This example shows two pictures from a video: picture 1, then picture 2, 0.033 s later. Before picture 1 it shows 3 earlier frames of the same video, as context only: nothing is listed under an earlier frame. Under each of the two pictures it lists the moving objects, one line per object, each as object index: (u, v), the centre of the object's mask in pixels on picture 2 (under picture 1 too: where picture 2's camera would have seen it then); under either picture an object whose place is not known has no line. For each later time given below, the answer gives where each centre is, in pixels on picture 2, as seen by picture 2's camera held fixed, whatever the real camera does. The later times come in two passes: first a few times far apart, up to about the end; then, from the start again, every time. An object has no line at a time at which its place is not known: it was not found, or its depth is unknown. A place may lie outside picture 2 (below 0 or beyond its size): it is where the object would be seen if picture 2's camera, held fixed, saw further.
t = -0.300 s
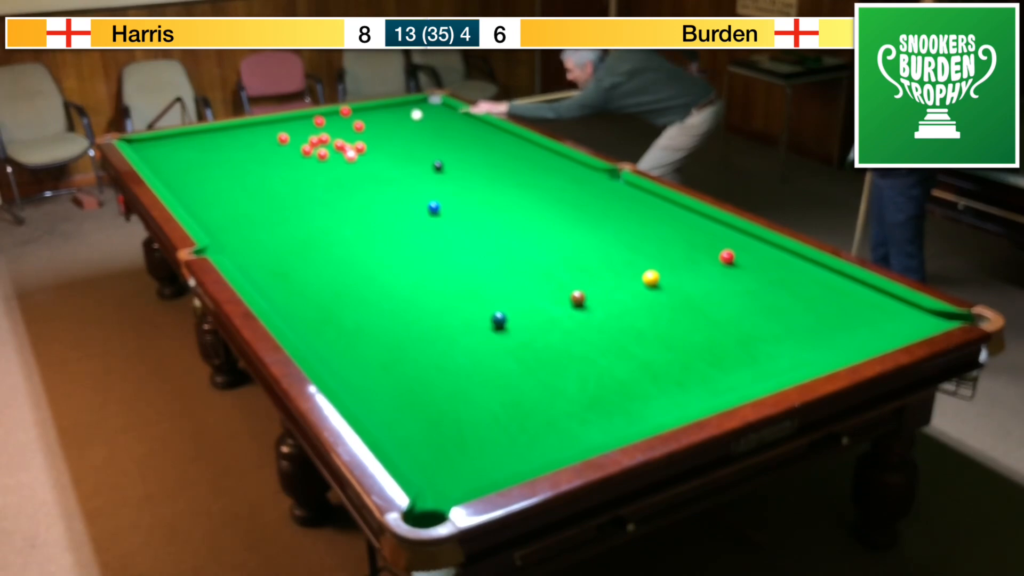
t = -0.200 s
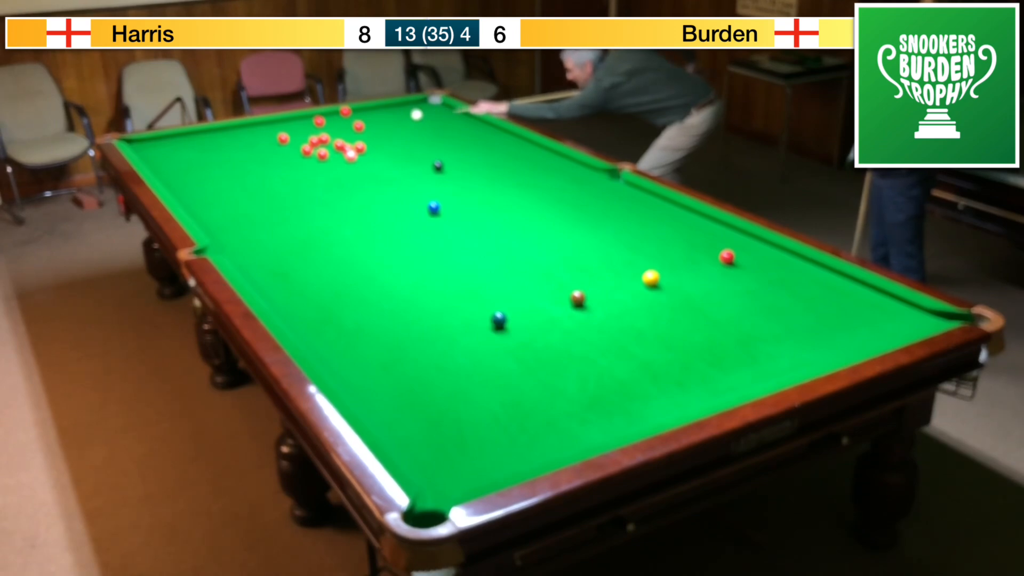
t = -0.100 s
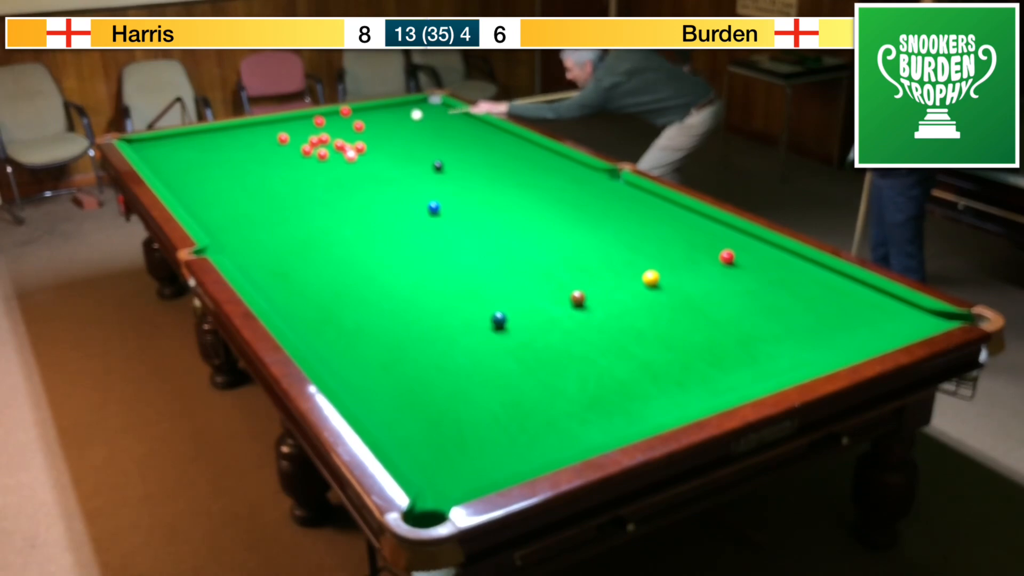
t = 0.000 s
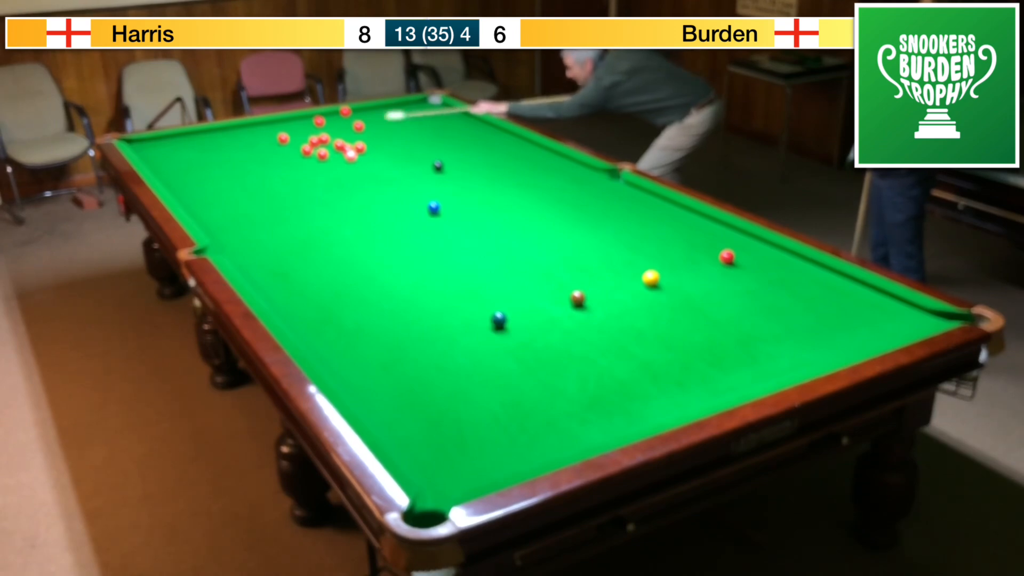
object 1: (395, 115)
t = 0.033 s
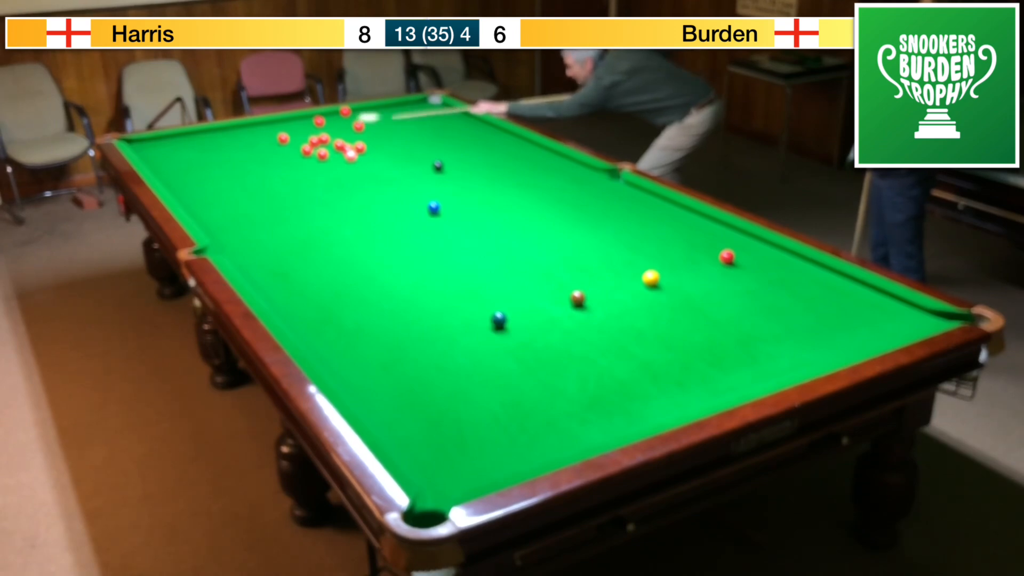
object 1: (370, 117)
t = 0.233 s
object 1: (319, 117)
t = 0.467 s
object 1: (299, 117)
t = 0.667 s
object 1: (283, 122)
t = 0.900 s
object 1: (264, 128)
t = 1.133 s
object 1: (245, 133)
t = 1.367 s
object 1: (226, 139)
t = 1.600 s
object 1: (207, 144)
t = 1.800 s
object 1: (192, 149)
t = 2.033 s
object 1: (174, 154)
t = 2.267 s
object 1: (157, 159)
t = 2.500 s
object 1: (152, 161)
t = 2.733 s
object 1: (163, 161)
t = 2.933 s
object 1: (171, 161)
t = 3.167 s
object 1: (180, 161)
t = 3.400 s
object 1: (186, 160)
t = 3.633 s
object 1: (191, 160)
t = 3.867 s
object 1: (195, 160)
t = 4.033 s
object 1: (196, 160)
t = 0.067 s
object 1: (342, 119)
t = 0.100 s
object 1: (327, 118)
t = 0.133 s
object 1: (326, 117)
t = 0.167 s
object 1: (324, 118)
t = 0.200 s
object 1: (322, 117)
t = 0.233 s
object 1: (319, 117)
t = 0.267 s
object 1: (317, 116)
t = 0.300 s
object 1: (313, 116)
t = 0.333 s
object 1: (310, 116)
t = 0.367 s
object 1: (305, 115)
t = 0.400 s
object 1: (302, 115)
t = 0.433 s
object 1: (301, 116)
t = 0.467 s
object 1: (299, 117)
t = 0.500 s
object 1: (297, 118)
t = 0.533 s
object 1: (295, 119)
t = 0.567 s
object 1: (292, 120)
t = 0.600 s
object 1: (289, 120)
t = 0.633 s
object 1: (286, 121)
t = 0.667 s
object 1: (283, 122)
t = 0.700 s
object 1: (281, 123)
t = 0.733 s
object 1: (278, 124)
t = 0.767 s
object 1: (275, 124)
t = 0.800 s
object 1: (272, 125)
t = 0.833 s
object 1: (270, 126)
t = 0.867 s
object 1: (267, 127)
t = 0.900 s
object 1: (264, 128)
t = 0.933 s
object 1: (261, 129)
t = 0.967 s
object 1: (259, 129)
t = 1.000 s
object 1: (256, 130)
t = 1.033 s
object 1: (253, 131)
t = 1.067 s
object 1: (250, 132)
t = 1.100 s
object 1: (247, 133)
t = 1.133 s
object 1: (245, 133)
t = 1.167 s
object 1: (242, 134)
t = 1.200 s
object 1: (239, 135)
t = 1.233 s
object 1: (237, 136)
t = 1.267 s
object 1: (234, 136)
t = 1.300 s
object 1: (231, 137)
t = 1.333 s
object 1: (228, 138)
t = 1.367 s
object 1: (226, 139)
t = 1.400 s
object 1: (223, 140)
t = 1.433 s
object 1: (221, 141)
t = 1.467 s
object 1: (218, 141)
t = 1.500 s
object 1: (215, 142)
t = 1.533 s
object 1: (213, 143)
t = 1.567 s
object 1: (210, 144)
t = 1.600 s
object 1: (207, 144)
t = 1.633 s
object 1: (205, 145)
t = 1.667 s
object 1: (202, 146)
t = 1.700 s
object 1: (200, 147)
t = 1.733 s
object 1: (197, 147)
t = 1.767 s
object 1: (194, 148)
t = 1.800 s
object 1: (192, 149)
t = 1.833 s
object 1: (189, 150)
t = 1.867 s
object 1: (187, 150)
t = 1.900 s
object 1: (184, 151)
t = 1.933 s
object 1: (182, 152)
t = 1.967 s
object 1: (179, 153)
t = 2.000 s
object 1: (177, 153)
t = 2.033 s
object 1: (174, 154)
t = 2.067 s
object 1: (172, 155)
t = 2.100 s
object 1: (169, 156)
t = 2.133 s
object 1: (167, 156)
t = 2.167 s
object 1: (165, 157)
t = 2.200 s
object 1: (162, 158)
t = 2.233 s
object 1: (160, 158)
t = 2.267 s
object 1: (157, 159)
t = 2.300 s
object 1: (155, 160)
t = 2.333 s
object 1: (153, 160)
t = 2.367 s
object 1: (151, 160)
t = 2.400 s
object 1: (149, 161)
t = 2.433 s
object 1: (149, 161)
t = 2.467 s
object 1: (151, 161)
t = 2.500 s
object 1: (152, 161)
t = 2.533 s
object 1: (154, 161)
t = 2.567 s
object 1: (156, 161)
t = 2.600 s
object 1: (157, 161)
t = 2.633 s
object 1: (159, 161)
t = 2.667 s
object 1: (160, 161)
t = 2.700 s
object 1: (162, 161)
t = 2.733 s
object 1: (163, 161)
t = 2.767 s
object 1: (165, 161)
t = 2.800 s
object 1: (166, 161)
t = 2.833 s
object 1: (168, 161)
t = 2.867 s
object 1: (169, 161)
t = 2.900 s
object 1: (170, 161)
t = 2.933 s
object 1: (171, 161)
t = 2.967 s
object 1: (173, 161)
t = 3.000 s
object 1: (174, 161)
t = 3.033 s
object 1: (175, 161)
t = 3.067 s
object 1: (177, 161)
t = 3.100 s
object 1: (178, 161)
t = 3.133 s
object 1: (179, 161)
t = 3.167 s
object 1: (180, 161)
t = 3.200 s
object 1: (181, 161)
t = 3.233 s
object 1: (182, 160)
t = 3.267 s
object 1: (183, 161)
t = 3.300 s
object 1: (184, 160)
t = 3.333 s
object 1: (185, 160)
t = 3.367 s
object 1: (186, 160)
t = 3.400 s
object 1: (186, 160)
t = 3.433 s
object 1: (187, 160)
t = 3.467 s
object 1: (188, 160)
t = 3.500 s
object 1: (189, 160)
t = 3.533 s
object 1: (189, 160)
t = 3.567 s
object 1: (190, 160)
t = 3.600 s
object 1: (191, 160)
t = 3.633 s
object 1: (191, 160)
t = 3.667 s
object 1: (192, 160)
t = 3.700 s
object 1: (193, 160)
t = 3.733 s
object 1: (193, 160)
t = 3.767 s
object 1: (194, 160)
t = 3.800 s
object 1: (194, 160)
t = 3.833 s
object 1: (194, 160)
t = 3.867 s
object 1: (195, 160)
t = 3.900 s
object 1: (195, 160)
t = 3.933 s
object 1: (195, 160)
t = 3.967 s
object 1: (196, 160)
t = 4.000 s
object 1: (196, 160)
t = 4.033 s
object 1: (196, 160)
